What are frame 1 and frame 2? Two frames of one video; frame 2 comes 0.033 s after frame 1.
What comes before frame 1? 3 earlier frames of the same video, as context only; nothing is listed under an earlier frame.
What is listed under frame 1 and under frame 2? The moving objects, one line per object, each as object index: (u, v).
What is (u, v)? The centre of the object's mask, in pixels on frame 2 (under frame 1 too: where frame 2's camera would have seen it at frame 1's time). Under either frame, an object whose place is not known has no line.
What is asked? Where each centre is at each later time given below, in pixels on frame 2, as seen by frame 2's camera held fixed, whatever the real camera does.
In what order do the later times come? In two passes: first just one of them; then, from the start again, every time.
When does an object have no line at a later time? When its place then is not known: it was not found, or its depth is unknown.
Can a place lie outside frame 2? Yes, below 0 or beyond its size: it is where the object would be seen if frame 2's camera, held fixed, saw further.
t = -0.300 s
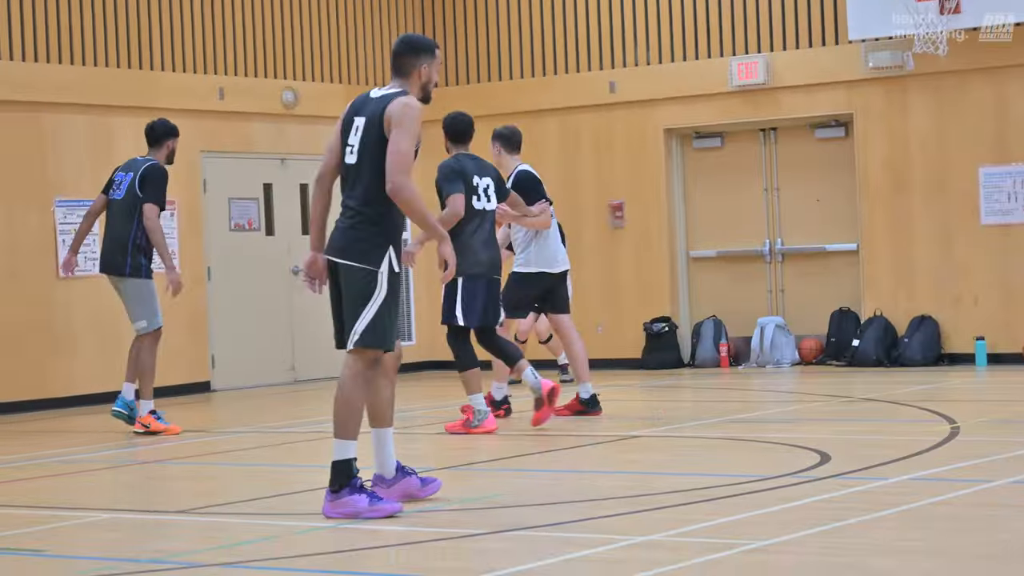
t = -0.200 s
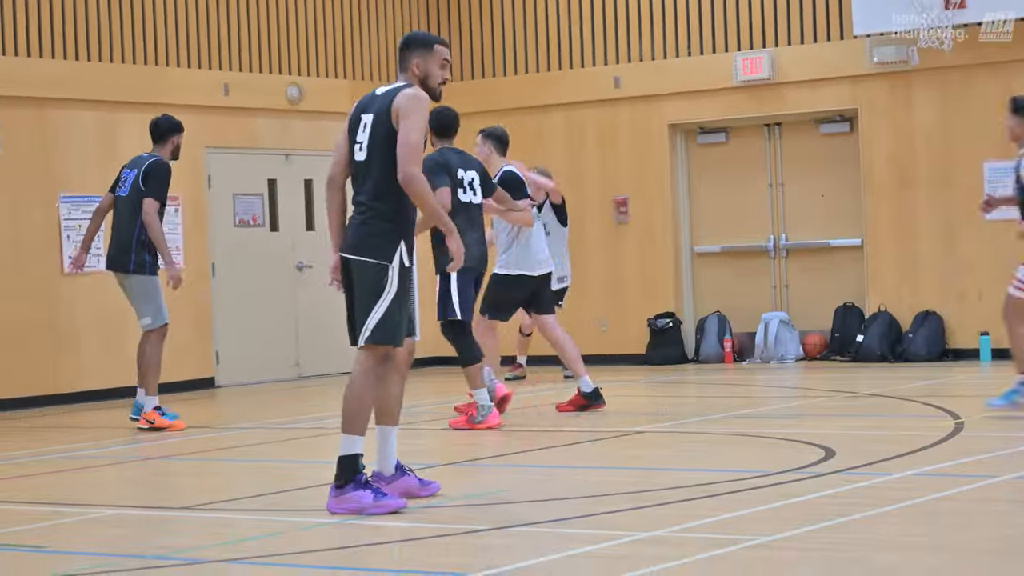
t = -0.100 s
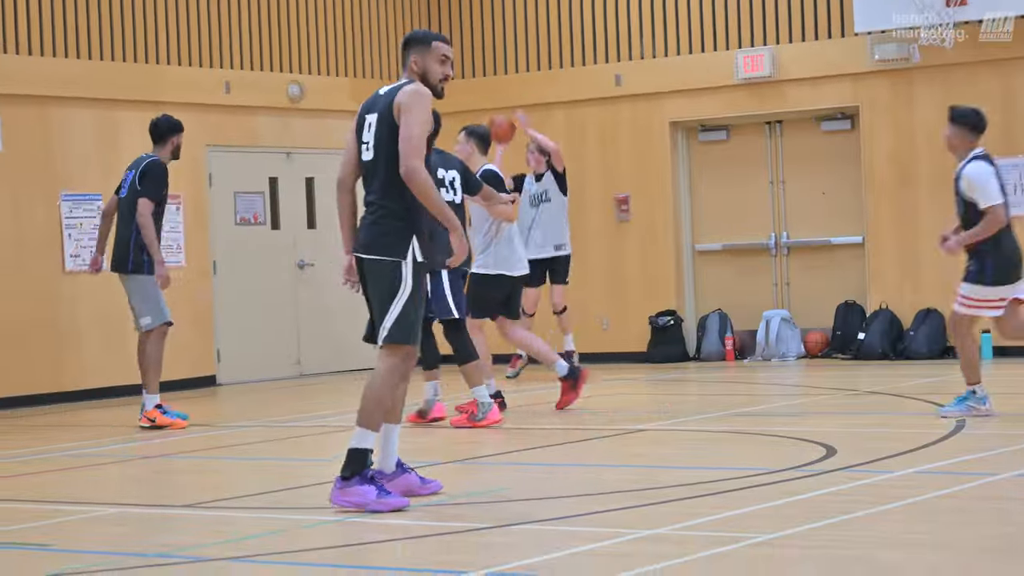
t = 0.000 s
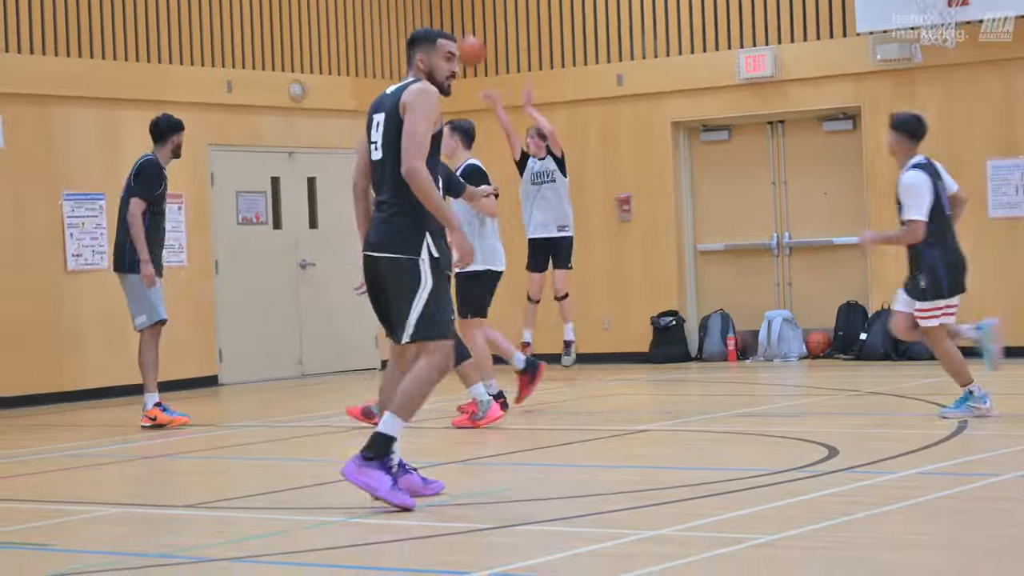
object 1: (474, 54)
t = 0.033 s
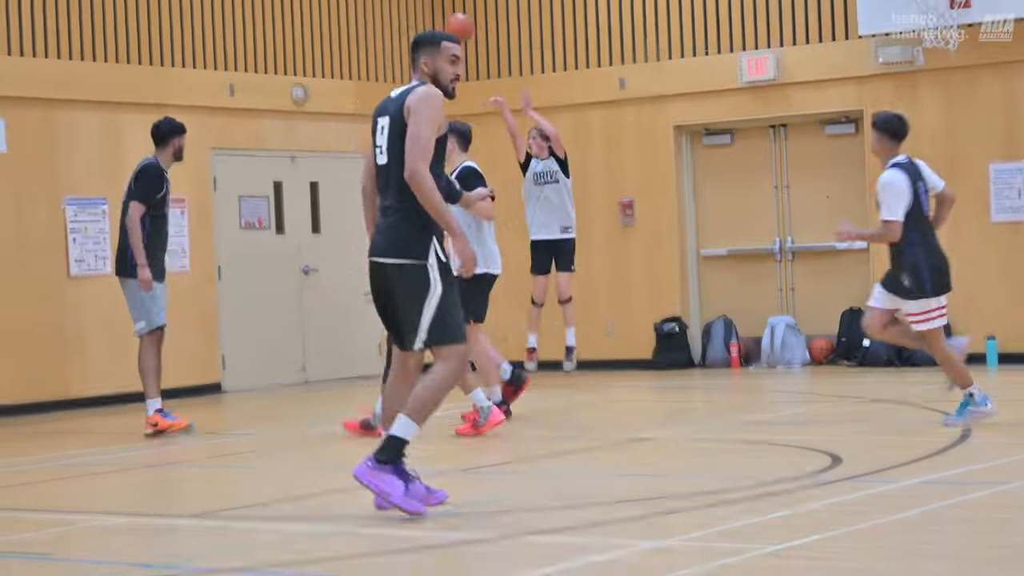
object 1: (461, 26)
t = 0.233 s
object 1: (359, -125)
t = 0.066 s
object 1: (443, 0)
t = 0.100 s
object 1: (427, -28)
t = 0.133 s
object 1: (410, -54)
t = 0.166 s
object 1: (394, -79)
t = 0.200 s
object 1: (377, -102)
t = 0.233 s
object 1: (359, -125)
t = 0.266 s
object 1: (345, -146)
